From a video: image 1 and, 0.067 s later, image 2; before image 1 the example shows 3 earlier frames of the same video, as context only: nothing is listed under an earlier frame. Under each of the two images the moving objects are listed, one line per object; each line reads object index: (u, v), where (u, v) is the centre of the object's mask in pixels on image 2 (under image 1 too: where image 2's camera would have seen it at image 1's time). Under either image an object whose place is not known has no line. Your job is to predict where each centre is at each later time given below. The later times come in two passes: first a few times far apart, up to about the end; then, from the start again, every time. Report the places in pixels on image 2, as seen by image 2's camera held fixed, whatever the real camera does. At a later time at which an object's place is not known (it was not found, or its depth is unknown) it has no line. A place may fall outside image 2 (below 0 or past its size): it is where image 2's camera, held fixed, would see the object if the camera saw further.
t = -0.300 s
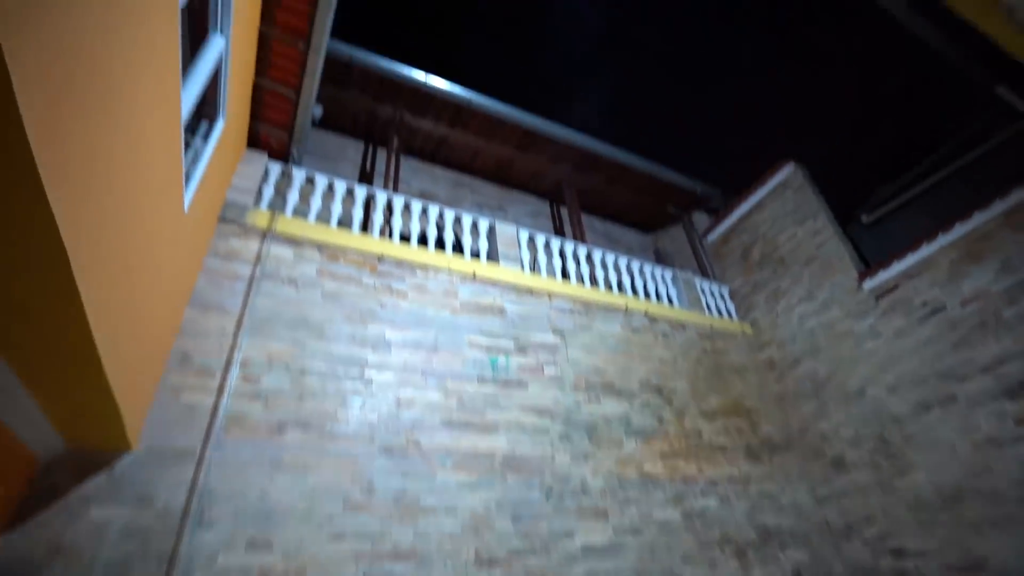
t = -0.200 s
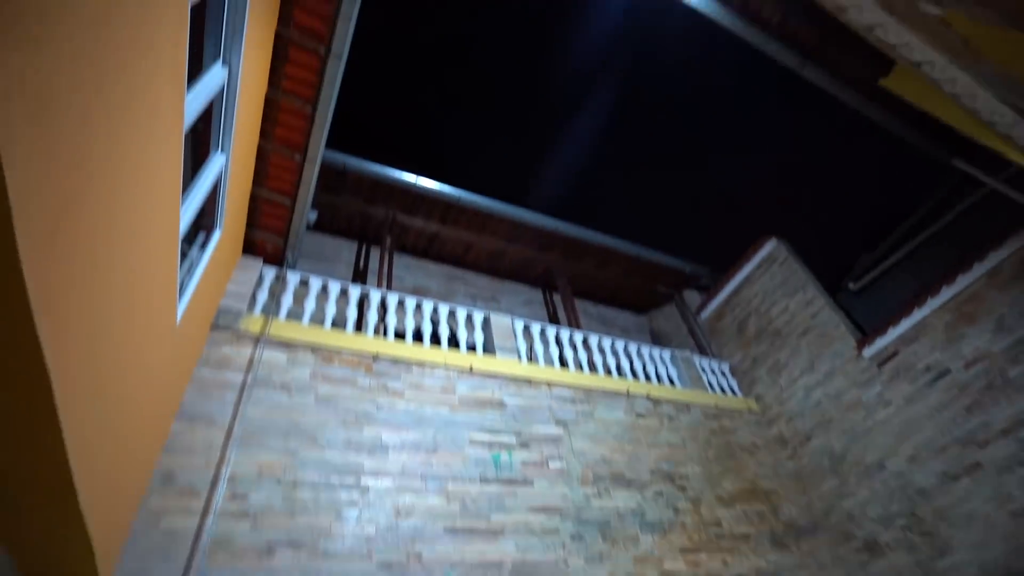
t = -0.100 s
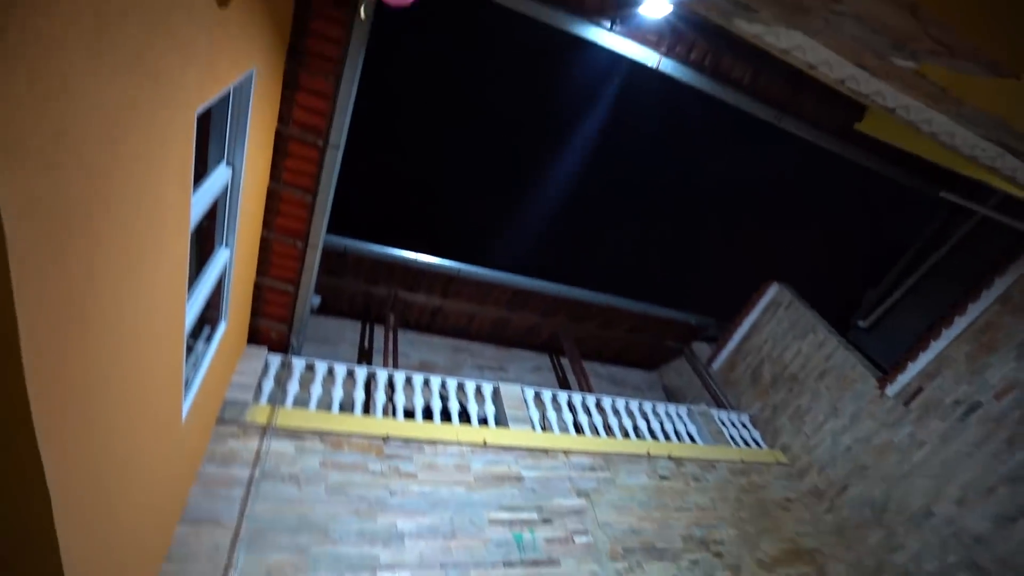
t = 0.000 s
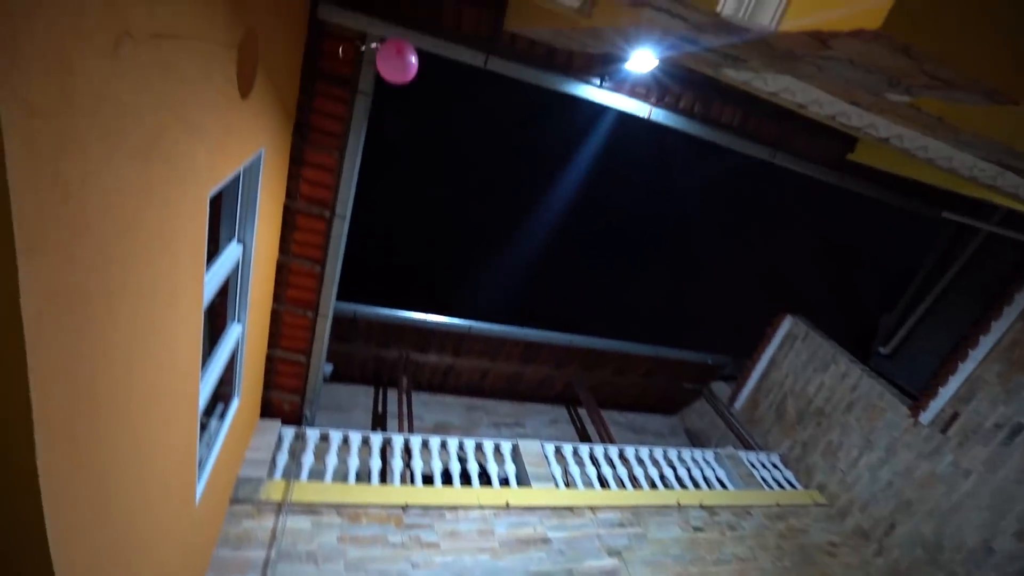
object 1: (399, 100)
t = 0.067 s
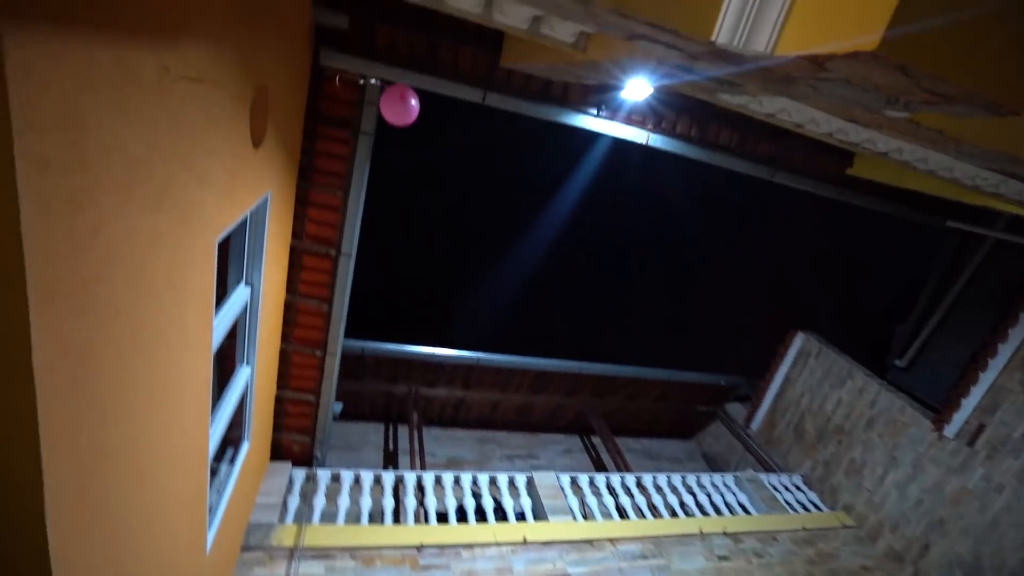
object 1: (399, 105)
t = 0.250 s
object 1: (402, 115)
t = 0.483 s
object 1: (403, 127)
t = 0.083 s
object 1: (400, 106)
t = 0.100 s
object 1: (400, 107)
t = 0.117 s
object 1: (400, 108)
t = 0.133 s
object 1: (401, 109)
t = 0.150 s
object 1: (401, 110)
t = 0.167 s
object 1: (402, 111)
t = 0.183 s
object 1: (402, 112)
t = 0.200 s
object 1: (402, 113)
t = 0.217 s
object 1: (402, 114)
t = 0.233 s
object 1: (402, 114)
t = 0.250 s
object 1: (402, 115)
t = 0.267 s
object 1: (402, 115)
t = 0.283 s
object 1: (402, 116)
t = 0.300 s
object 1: (402, 117)
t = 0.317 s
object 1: (402, 118)
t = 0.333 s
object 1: (403, 119)
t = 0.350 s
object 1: (403, 120)
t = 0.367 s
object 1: (403, 121)
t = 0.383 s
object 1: (403, 122)
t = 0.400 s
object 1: (403, 123)
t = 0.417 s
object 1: (403, 122)
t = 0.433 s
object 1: (403, 124)
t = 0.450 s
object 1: (403, 125)
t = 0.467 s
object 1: (403, 126)
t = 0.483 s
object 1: (403, 127)
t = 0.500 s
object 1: (403, 128)
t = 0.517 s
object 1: (403, 129)
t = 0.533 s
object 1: (403, 129)
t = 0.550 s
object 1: (403, 129)
